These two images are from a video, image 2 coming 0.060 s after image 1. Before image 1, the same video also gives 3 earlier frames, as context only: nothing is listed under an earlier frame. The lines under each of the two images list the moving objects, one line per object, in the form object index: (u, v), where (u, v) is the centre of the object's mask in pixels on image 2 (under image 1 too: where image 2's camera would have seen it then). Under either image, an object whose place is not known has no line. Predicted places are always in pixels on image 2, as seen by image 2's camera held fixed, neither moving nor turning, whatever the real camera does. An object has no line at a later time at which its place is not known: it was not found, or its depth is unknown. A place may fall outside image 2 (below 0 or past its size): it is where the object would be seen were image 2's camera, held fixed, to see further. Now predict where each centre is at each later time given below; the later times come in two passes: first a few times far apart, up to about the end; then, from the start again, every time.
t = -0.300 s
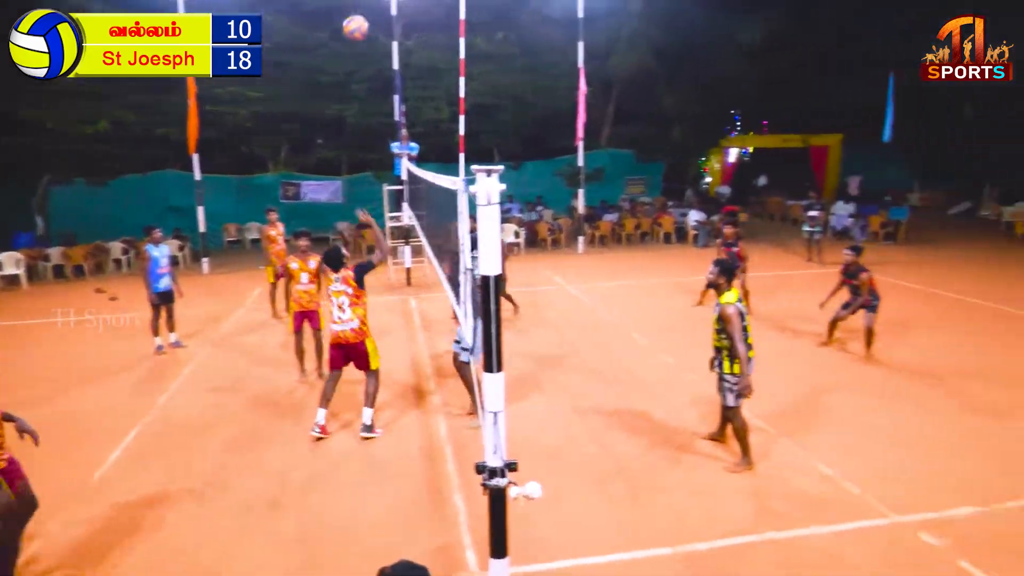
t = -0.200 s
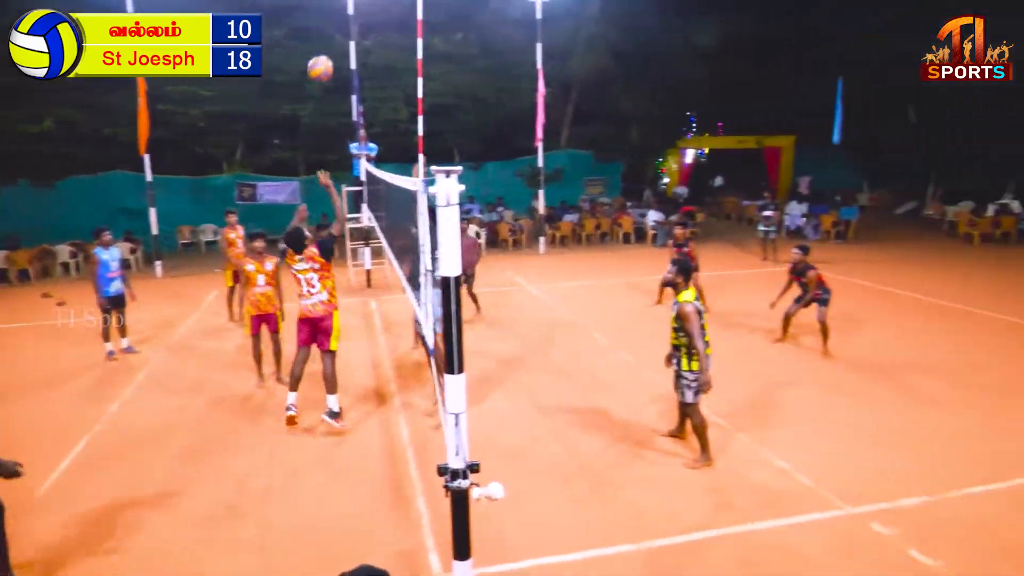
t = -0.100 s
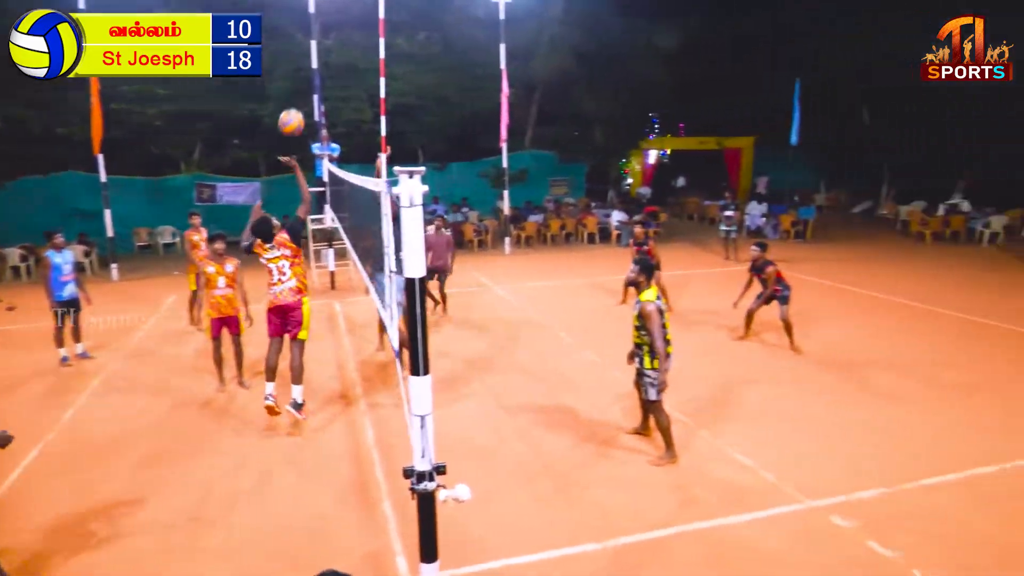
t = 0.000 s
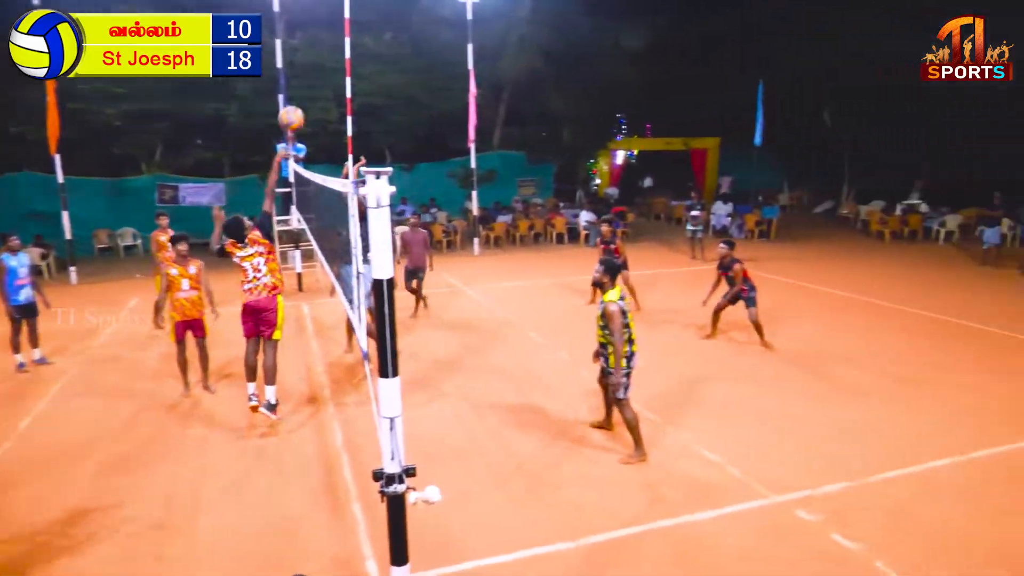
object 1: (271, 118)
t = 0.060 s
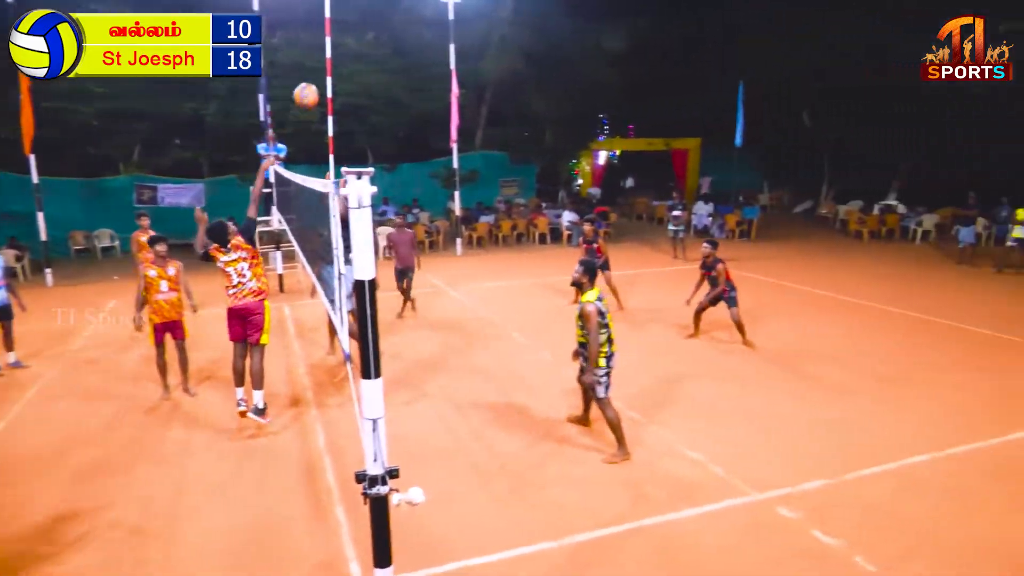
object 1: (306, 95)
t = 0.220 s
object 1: (390, 59)
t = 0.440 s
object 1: (488, 55)
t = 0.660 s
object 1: (566, 93)
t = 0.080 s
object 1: (316, 89)
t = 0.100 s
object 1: (327, 81)
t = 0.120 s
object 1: (340, 78)
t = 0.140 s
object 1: (350, 73)
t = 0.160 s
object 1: (360, 69)
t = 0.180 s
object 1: (370, 65)
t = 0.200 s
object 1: (380, 62)
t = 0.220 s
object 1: (390, 59)
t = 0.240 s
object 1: (400, 57)
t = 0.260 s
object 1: (410, 55)
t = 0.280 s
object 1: (419, 54)
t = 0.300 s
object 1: (428, 53)
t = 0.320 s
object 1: (437, 52)
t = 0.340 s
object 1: (446, 51)
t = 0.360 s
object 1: (454, 51)
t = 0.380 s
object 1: (464, 51)
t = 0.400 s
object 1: (471, 53)
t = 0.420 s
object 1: (480, 54)
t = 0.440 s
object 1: (488, 55)
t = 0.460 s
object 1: (496, 57)
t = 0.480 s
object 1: (503, 60)
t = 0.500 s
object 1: (511, 62)
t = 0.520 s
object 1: (518, 65)
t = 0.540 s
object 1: (525, 68)
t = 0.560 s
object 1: (533, 72)
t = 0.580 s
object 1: (539, 75)
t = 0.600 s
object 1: (546, 80)
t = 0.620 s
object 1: (553, 84)
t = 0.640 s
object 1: (559, 89)
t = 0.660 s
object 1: (566, 93)
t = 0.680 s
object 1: (572, 99)
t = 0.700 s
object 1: (578, 104)
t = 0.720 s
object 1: (584, 110)
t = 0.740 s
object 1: (590, 115)
